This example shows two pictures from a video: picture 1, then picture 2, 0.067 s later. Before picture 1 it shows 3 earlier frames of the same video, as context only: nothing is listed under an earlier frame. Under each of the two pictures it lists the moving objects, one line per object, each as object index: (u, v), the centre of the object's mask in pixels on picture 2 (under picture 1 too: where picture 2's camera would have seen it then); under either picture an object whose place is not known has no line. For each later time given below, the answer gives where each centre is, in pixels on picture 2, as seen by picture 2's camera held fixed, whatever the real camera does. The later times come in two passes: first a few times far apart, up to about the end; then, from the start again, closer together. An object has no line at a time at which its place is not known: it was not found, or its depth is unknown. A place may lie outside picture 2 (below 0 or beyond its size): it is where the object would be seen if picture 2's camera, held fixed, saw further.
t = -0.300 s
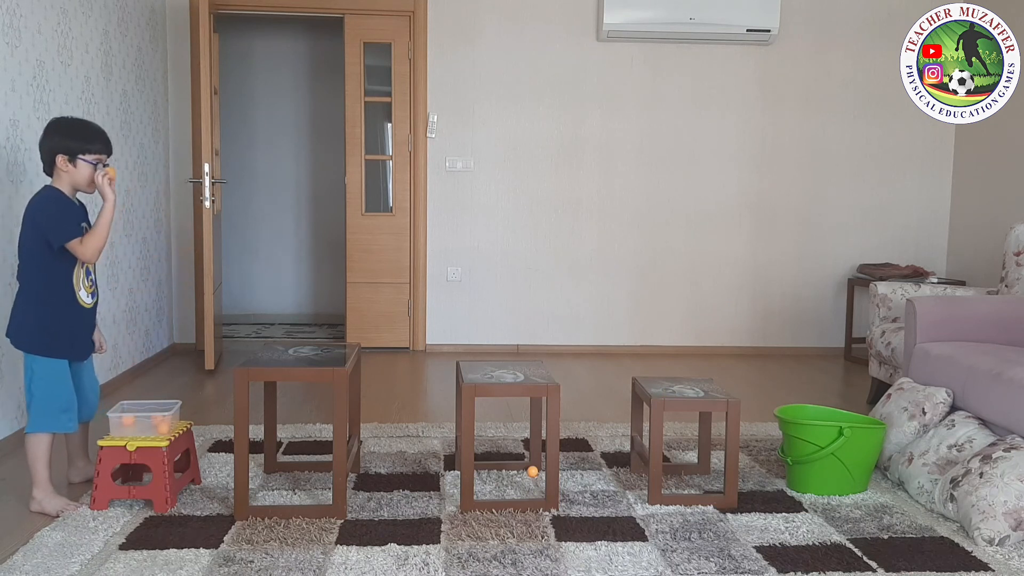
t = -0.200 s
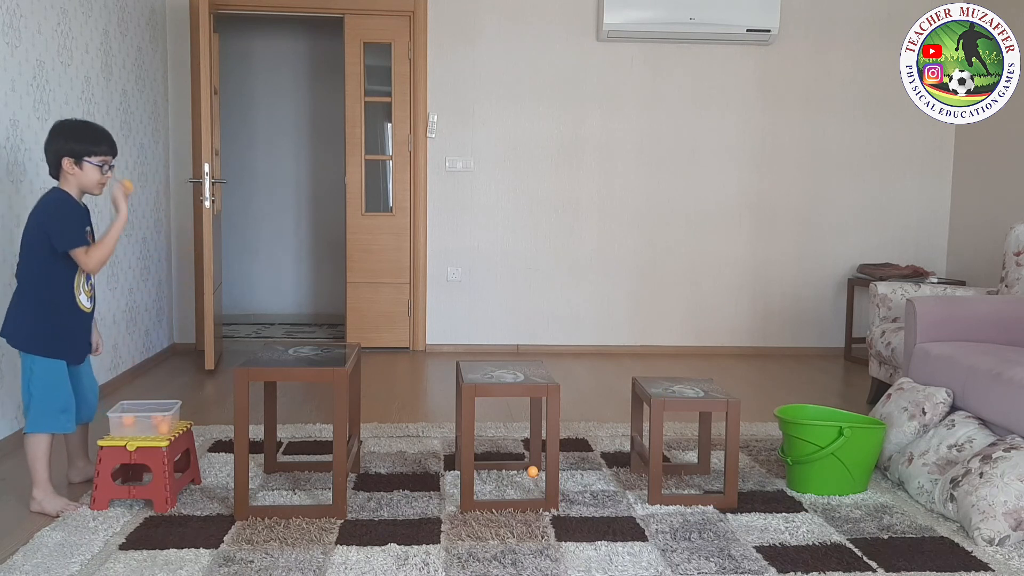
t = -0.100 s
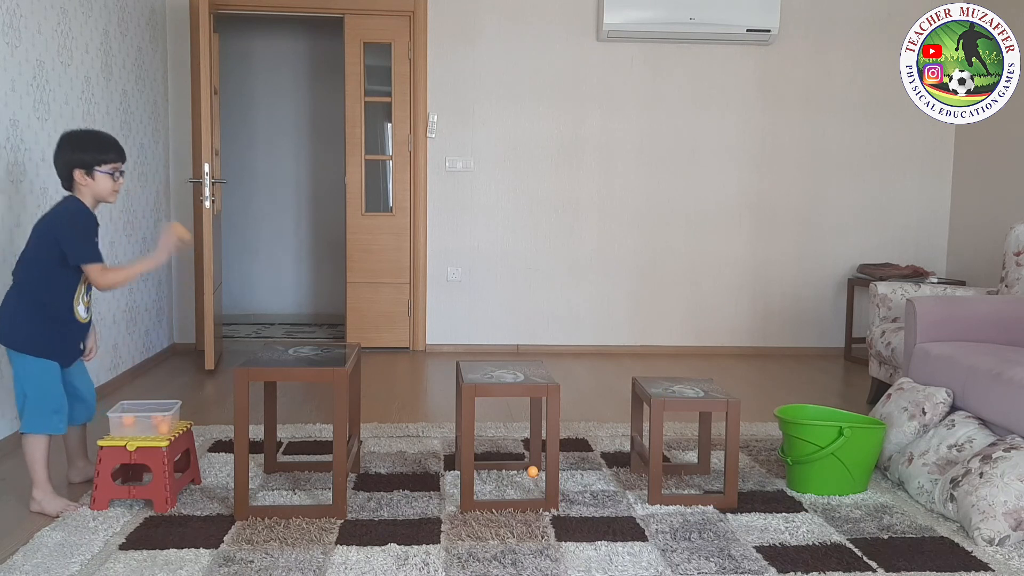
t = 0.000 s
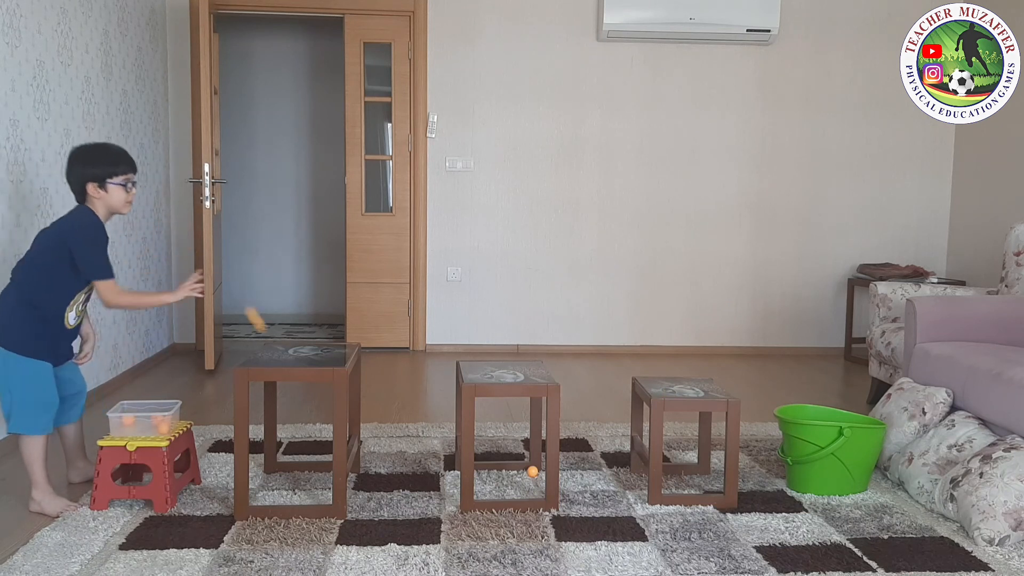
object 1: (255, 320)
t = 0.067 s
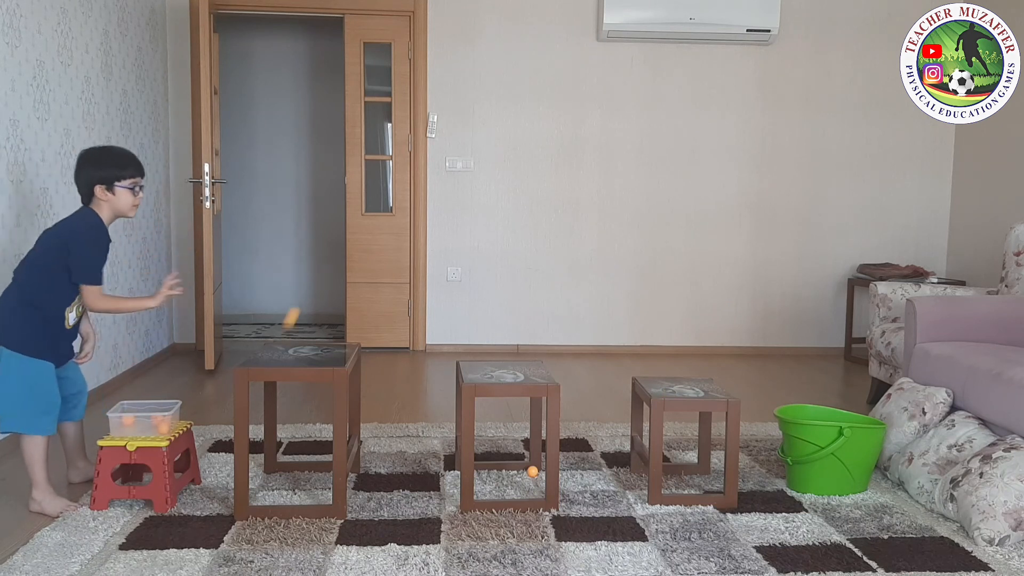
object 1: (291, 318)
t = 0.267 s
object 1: (371, 217)
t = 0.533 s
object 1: (472, 278)
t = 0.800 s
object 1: (563, 281)
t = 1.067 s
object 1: (650, 291)
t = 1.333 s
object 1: (731, 324)
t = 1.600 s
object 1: (808, 325)
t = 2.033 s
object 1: (954, 362)
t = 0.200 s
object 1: (343, 237)
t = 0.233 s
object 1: (358, 225)
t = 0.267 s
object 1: (371, 217)
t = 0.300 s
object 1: (384, 213)
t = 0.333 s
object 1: (398, 211)
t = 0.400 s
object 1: (422, 220)
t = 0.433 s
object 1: (436, 230)
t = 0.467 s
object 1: (448, 243)
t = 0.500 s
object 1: (460, 258)
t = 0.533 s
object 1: (472, 278)
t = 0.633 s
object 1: (505, 355)
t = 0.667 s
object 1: (516, 356)
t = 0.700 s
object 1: (528, 333)
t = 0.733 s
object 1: (539, 313)
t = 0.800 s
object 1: (563, 281)
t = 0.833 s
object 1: (574, 270)
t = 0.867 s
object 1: (585, 263)
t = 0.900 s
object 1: (597, 259)
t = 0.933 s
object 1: (608, 259)
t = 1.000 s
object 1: (630, 268)
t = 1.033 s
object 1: (640, 278)
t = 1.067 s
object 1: (650, 291)
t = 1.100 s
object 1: (660, 307)
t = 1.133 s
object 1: (671, 327)
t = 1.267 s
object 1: (709, 357)
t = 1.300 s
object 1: (721, 339)
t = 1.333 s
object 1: (731, 324)
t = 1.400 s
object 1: (752, 303)
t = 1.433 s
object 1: (761, 299)
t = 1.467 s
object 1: (770, 297)
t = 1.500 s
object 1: (781, 299)
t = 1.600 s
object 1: (808, 325)
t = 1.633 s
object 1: (816, 340)
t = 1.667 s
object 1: (824, 359)
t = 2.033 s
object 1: (954, 362)
